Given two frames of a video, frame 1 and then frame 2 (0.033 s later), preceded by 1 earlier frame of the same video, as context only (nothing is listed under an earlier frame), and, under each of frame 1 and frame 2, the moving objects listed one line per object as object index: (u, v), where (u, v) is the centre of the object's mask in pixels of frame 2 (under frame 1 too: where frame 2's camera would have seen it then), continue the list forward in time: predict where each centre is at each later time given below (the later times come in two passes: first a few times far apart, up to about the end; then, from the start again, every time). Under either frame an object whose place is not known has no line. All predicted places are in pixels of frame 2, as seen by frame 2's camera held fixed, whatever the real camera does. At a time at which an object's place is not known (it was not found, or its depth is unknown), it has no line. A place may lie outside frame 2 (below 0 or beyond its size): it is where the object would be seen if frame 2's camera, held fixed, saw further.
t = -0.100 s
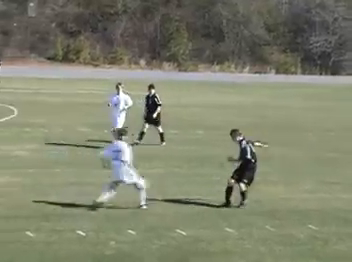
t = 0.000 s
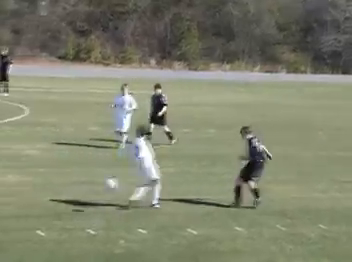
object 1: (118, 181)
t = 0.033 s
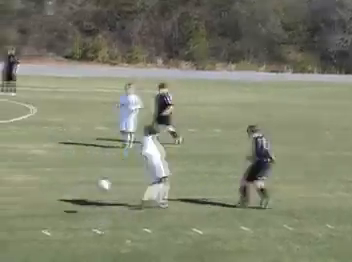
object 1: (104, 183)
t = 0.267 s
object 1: (7, 208)
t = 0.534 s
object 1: (-86, 216)
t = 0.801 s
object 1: (-171, 233)
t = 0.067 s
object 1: (91, 183)
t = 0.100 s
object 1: (79, 186)
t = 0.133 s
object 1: (64, 190)
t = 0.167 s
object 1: (50, 194)
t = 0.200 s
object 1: (36, 197)
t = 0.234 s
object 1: (22, 203)
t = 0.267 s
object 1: (7, 208)
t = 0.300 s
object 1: (-8, 214)
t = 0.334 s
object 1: (-21, 219)
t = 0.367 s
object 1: (-33, 218)
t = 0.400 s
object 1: (-44, 216)
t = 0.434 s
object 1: (-54, 215)
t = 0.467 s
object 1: (-65, 215)
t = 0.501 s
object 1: (-75, 215)
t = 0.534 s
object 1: (-86, 216)
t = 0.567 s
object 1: (-98, 217)
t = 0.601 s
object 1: (-109, 220)
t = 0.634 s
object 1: (-122, 223)
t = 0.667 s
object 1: (-132, 227)
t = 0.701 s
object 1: (-145, 233)
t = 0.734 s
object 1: (-155, 235)
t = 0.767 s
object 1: (-163, 233)
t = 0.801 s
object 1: (-171, 233)
